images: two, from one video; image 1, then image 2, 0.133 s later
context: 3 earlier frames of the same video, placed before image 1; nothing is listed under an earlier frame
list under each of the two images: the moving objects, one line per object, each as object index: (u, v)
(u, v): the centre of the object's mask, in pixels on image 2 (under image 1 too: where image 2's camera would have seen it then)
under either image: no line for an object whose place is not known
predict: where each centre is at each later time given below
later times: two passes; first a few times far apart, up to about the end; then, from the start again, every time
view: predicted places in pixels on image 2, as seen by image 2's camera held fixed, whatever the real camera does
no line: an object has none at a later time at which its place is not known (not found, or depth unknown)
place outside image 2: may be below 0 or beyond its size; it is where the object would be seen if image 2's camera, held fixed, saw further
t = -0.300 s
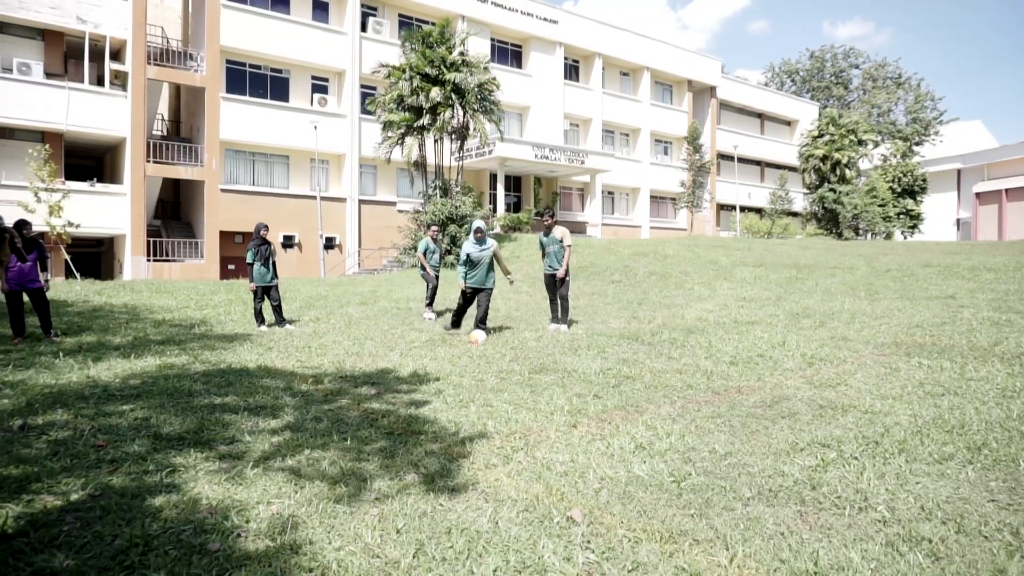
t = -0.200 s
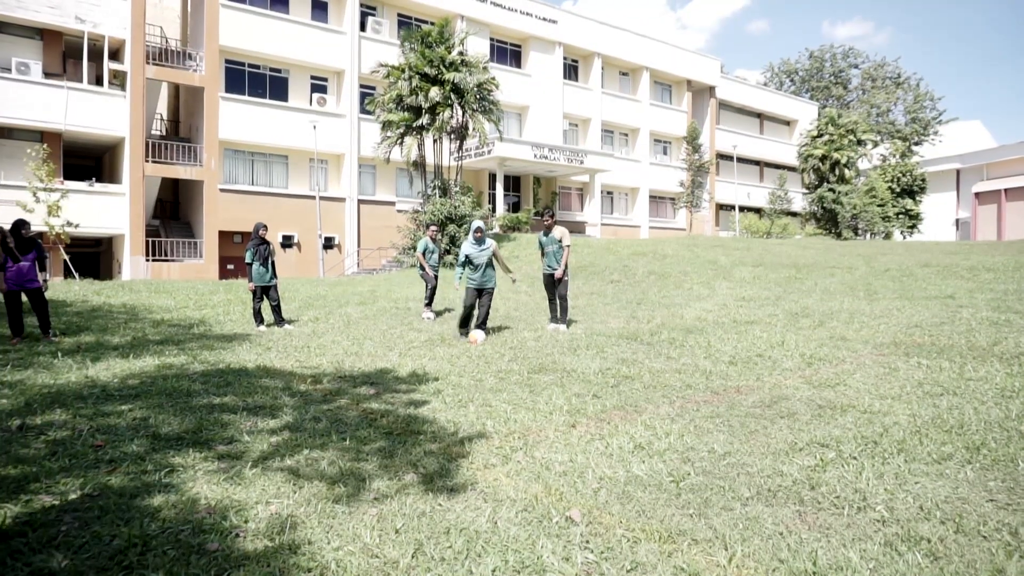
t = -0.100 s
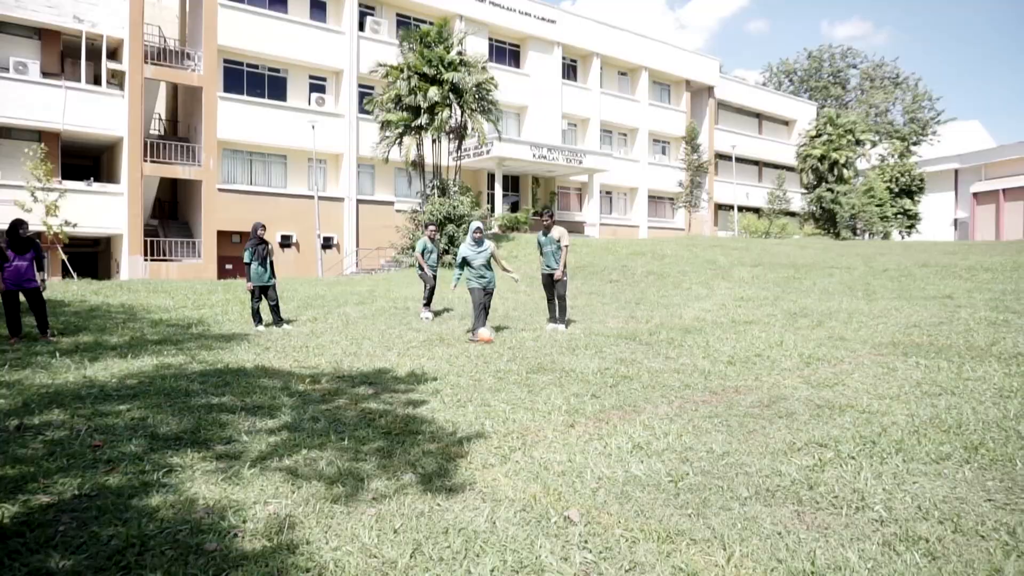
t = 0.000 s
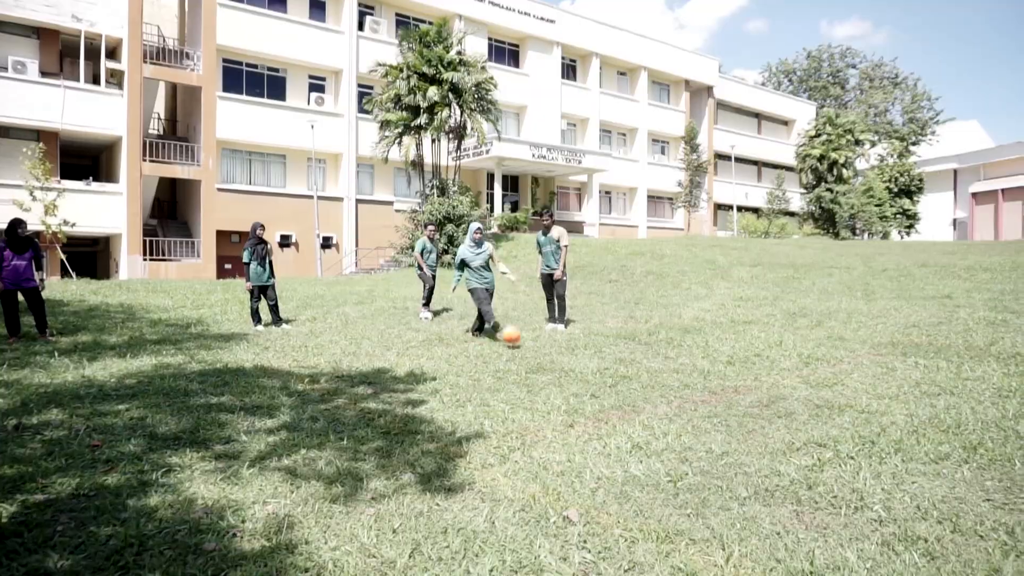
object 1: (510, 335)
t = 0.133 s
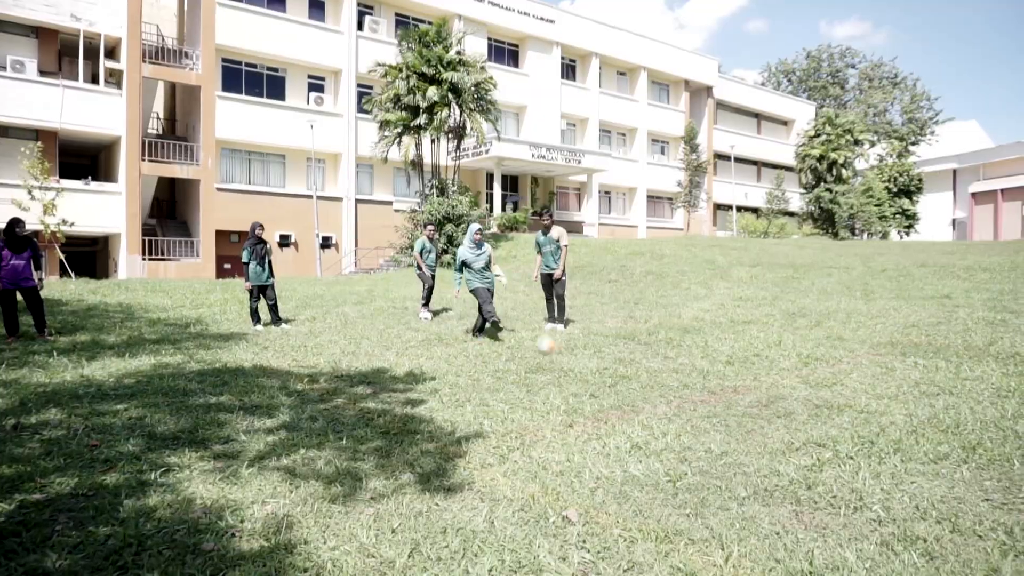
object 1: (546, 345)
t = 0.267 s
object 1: (579, 351)
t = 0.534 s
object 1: (625, 361)
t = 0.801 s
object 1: (670, 371)
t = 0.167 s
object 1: (556, 349)
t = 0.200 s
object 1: (564, 350)
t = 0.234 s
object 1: (572, 350)
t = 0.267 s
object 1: (579, 351)
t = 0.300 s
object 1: (586, 352)
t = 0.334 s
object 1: (592, 354)
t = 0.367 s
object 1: (598, 354)
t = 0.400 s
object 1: (604, 355)
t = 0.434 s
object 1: (607, 356)
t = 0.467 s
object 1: (614, 357)
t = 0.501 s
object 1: (619, 358)
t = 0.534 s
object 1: (625, 361)
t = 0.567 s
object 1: (633, 364)
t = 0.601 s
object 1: (639, 364)
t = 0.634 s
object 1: (643, 364)
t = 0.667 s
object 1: (649, 365)
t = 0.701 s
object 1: (655, 366)
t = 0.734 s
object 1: (659, 367)
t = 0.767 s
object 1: (665, 369)
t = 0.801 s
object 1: (670, 371)
